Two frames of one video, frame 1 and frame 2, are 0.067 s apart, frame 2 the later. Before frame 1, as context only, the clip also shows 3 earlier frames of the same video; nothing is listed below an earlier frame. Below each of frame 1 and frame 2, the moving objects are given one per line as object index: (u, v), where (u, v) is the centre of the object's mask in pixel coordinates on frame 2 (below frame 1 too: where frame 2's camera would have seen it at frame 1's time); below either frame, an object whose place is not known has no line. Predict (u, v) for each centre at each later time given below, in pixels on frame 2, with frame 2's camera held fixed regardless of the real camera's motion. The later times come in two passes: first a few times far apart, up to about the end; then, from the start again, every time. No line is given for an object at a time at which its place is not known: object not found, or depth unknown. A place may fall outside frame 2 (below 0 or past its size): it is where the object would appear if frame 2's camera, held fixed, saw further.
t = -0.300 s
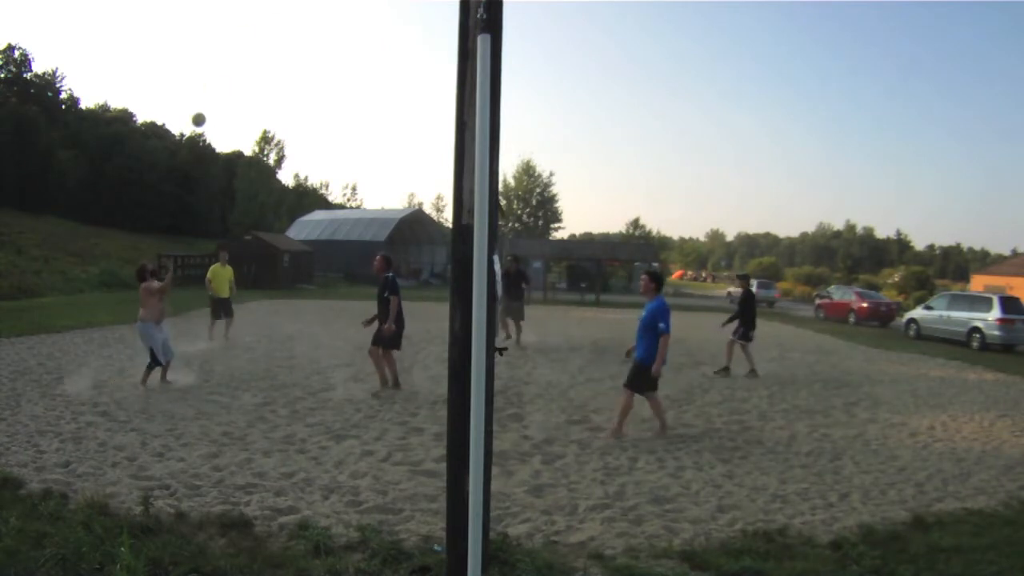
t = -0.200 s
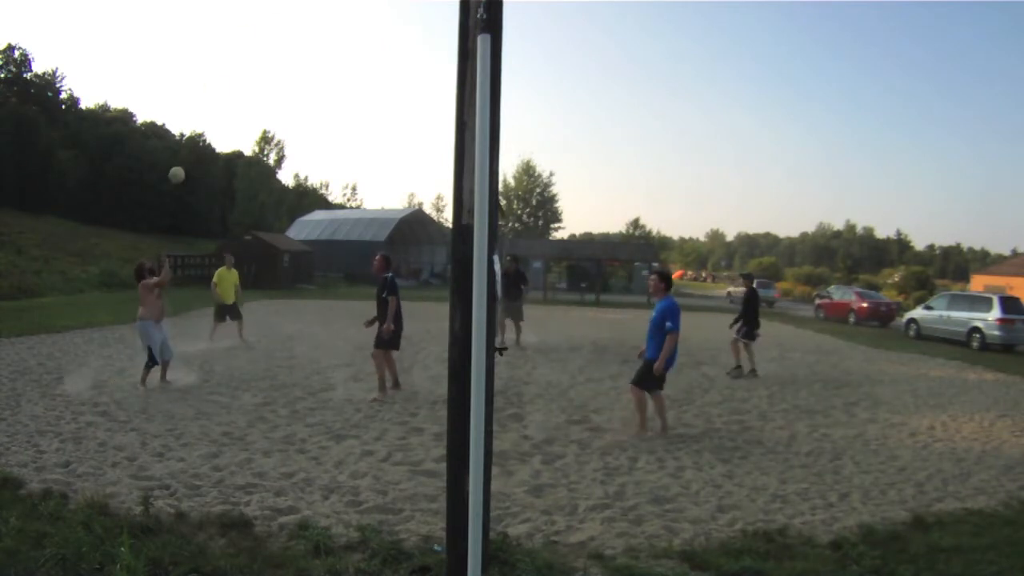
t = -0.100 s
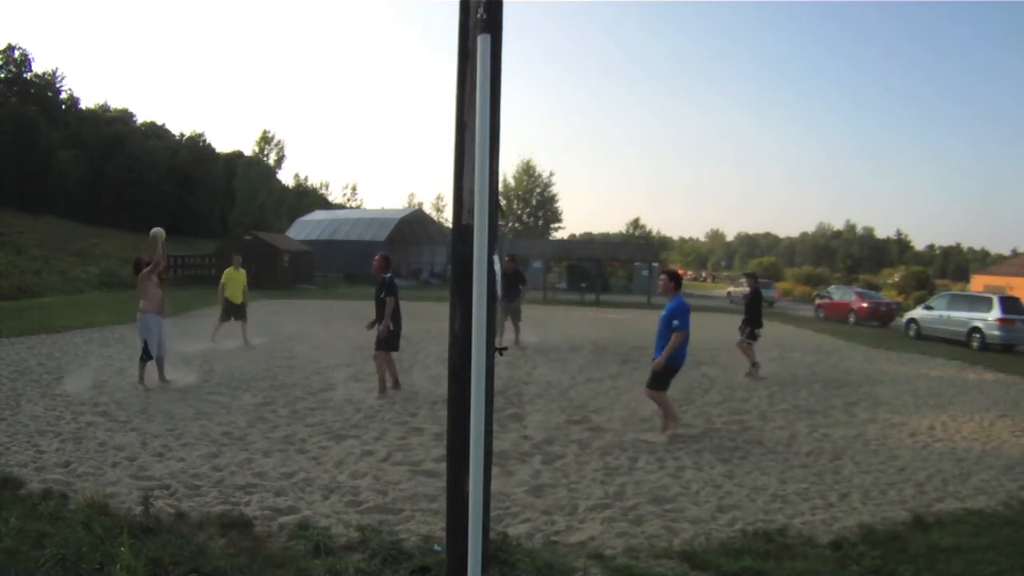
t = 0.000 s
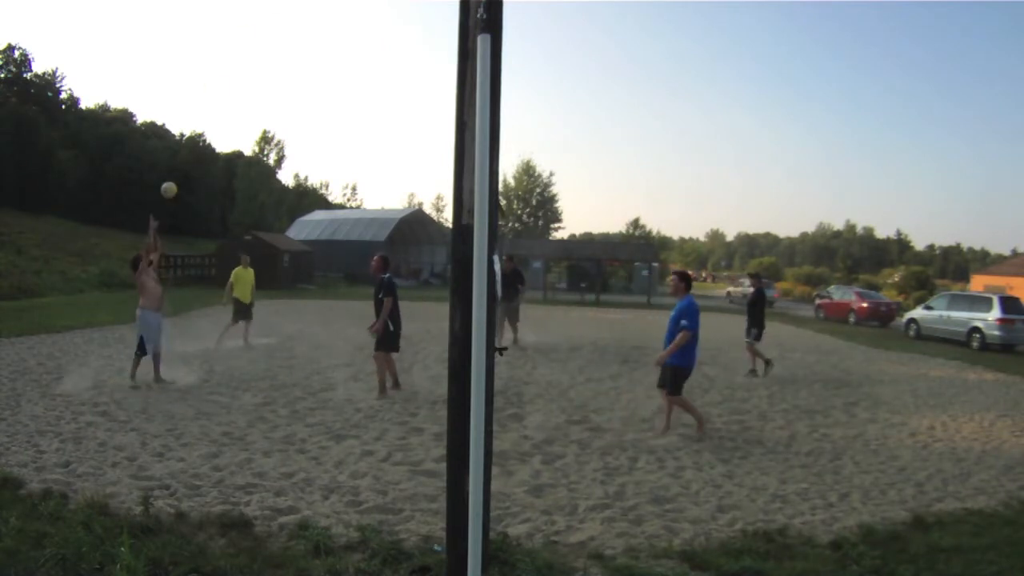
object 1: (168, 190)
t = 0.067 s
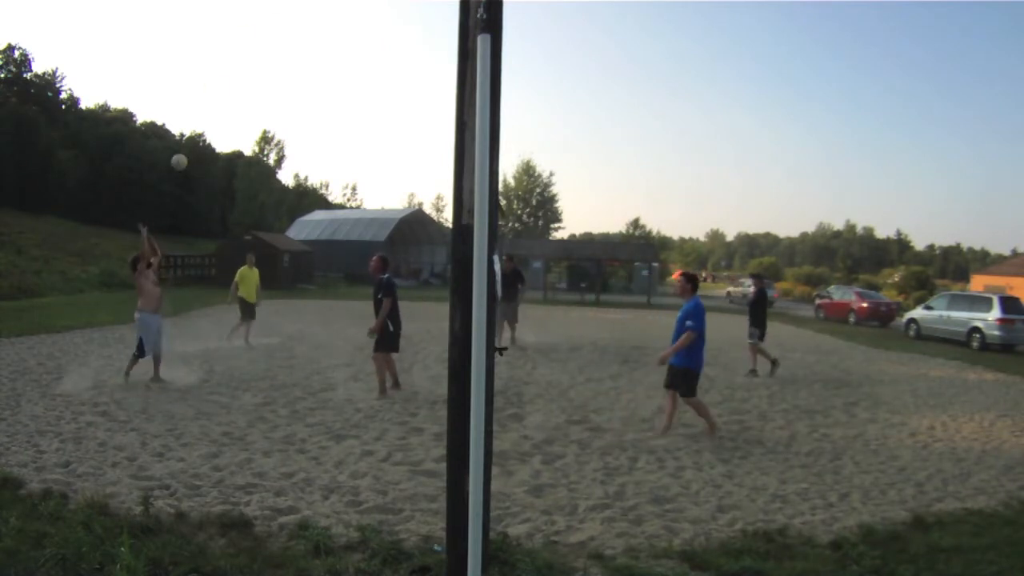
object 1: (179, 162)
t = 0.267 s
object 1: (210, 100)
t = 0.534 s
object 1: (248, 65)
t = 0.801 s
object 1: (281, 78)
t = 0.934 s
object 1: (296, 101)
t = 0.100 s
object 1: (184, 149)
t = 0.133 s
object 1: (190, 136)
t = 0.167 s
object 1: (195, 127)
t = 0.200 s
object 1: (200, 117)
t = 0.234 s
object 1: (205, 108)
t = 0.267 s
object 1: (210, 100)
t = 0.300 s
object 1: (215, 93)
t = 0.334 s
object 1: (220, 87)
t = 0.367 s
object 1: (225, 81)
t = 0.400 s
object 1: (230, 76)
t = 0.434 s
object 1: (235, 72)
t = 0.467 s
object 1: (239, 69)
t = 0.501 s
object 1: (244, 67)
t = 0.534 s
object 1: (248, 65)
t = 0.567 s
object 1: (253, 64)
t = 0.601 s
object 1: (257, 64)
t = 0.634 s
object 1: (261, 64)
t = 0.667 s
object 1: (265, 65)
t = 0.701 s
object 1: (269, 67)
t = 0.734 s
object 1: (273, 70)
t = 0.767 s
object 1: (277, 73)
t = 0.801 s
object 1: (281, 78)
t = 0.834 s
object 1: (285, 82)
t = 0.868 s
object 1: (288, 88)
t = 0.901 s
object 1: (292, 94)
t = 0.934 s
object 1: (296, 101)
